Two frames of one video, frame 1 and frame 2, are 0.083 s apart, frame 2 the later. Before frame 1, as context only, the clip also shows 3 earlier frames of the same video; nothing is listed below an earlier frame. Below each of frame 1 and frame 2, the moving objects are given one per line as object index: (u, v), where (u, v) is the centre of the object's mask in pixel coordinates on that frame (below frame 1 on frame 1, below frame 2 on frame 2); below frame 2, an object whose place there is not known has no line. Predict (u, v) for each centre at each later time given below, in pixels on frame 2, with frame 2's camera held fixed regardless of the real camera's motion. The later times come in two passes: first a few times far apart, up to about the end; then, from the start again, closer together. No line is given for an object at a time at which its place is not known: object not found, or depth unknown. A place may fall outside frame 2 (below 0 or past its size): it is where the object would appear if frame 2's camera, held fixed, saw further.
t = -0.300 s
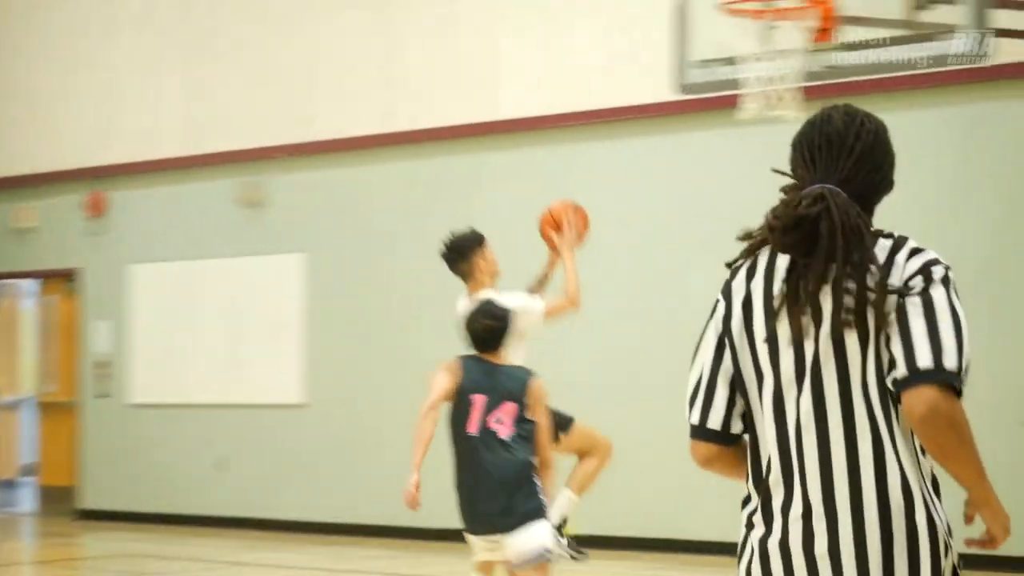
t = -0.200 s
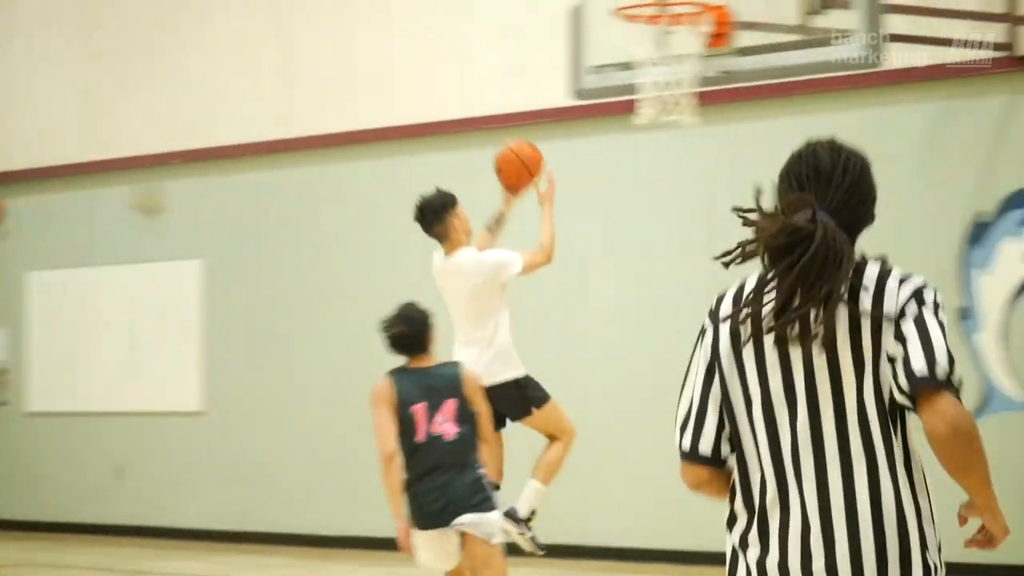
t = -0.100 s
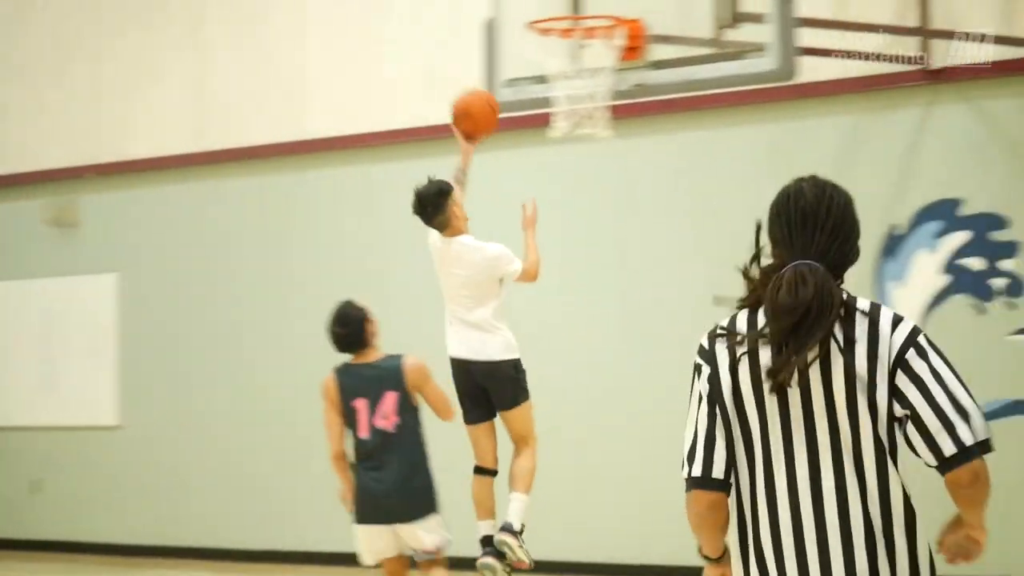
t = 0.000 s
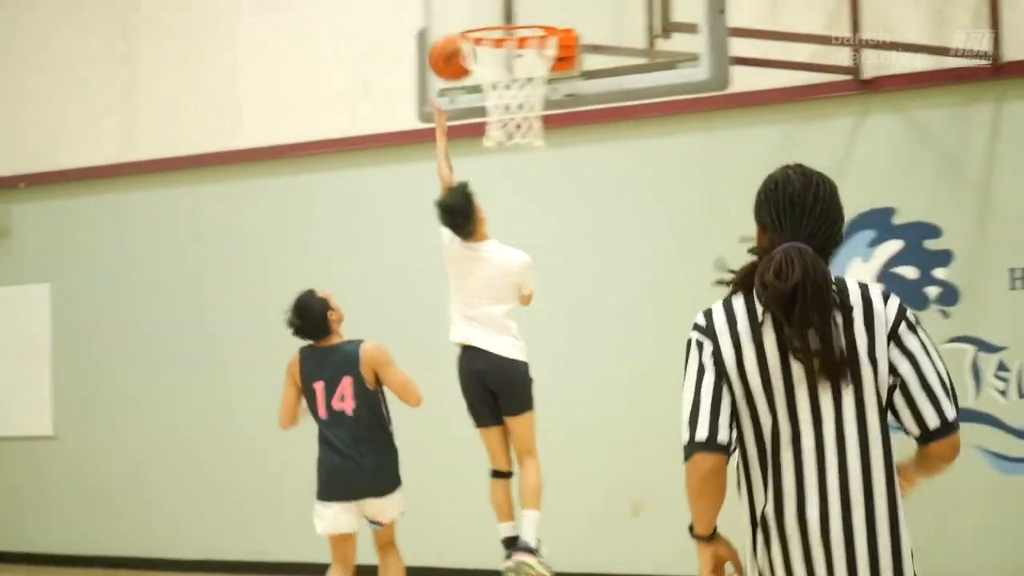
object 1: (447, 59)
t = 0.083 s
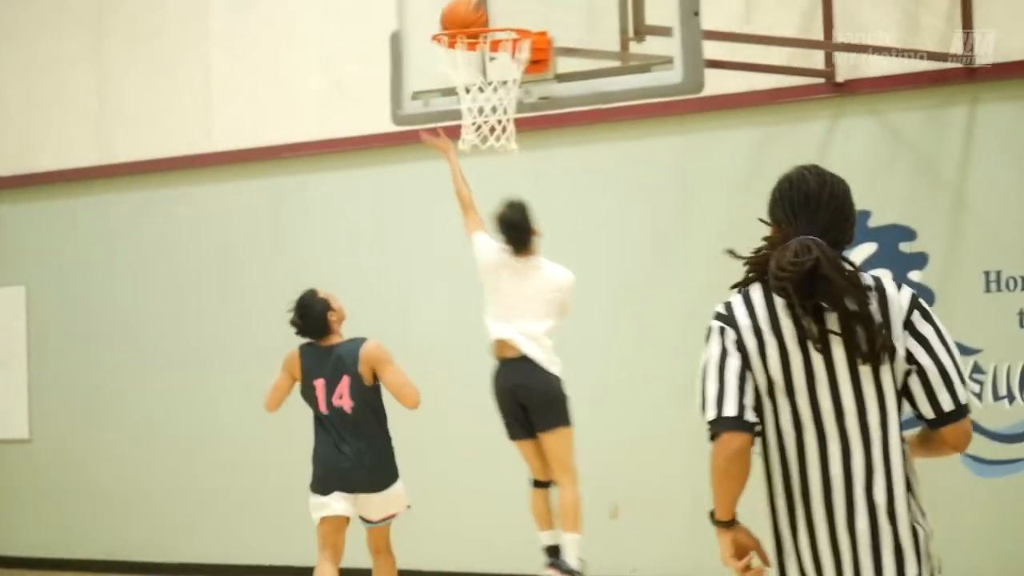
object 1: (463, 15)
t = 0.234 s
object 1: (479, 3)
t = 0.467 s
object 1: (478, 6)
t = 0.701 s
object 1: (487, 39)
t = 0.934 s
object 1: (497, 95)
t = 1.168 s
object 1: (495, 167)
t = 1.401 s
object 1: (496, 350)
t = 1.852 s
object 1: (492, 467)
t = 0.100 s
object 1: (472, 14)
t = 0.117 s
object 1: (479, 13)
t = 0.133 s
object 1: (480, 12)
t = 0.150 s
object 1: (481, 11)
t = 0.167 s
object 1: (481, 8)
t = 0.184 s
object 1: (480, 7)
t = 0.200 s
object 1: (480, 5)
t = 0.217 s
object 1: (480, 4)
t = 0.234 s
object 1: (479, 3)
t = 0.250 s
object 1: (479, 2)
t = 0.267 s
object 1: (478, 2)
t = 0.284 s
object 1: (478, 3)
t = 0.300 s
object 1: (477, 3)
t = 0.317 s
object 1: (477, 3)
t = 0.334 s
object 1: (477, 5)
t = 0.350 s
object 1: (477, 7)
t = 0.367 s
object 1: (476, 8)
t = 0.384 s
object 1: (476, 11)
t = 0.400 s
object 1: (476, 9)
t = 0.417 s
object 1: (477, 8)
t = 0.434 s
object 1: (478, 8)
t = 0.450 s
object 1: (478, 7)
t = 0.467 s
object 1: (478, 6)
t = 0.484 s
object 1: (478, 6)
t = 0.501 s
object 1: (478, 6)
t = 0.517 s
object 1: (478, 8)
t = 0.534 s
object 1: (479, 8)
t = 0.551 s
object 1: (479, 10)
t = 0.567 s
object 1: (480, 11)
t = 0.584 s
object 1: (481, 13)
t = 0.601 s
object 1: (481, 15)
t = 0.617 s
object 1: (482, 17)
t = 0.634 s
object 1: (483, 32)
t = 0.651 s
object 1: (484, 34)
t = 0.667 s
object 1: (485, 35)
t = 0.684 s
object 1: (486, 37)
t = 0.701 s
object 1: (487, 39)
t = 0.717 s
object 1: (488, 42)
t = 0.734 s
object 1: (490, 46)
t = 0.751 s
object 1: (492, 51)
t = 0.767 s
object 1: (493, 55)
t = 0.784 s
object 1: (493, 59)
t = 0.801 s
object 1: (494, 65)
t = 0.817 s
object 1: (495, 71)
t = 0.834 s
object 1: (496, 75)
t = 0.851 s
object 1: (496, 80)
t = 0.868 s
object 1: (497, 84)
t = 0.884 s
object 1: (497, 88)
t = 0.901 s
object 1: (496, 91)
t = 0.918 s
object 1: (496, 93)
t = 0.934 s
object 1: (497, 95)
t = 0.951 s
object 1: (497, 97)
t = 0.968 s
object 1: (497, 99)
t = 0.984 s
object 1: (496, 119)
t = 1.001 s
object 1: (496, 121)
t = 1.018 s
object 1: (496, 123)
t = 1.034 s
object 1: (494, 125)
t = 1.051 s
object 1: (495, 128)
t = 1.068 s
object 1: (494, 132)
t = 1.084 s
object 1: (495, 135)
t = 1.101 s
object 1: (494, 140)
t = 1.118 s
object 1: (495, 145)
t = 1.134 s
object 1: (495, 152)
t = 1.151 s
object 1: (496, 159)
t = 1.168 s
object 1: (495, 167)
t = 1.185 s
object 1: (496, 177)
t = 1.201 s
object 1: (496, 186)
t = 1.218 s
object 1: (496, 197)
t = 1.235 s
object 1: (495, 208)
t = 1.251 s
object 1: (496, 219)
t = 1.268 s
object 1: (496, 231)
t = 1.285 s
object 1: (496, 244)
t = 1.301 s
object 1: (495, 257)
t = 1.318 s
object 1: (496, 270)
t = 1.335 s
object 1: (496, 287)
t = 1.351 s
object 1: (496, 302)
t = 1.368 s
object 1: (496, 319)
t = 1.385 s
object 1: (495, 334)
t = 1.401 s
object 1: (496, 350)
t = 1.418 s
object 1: (497, 366)
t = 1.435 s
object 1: (497, 386)
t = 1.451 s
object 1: (499, 404)
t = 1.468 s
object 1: (499, 424)
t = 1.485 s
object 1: (499, 444)
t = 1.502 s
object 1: (500, 463)
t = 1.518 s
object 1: (499, 486)
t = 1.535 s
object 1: (500, 502)
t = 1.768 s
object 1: (498, 511)
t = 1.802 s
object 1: (493, 499)
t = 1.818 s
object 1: (494, 489)
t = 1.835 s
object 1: (492, 478)
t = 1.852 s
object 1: (492, 467)
